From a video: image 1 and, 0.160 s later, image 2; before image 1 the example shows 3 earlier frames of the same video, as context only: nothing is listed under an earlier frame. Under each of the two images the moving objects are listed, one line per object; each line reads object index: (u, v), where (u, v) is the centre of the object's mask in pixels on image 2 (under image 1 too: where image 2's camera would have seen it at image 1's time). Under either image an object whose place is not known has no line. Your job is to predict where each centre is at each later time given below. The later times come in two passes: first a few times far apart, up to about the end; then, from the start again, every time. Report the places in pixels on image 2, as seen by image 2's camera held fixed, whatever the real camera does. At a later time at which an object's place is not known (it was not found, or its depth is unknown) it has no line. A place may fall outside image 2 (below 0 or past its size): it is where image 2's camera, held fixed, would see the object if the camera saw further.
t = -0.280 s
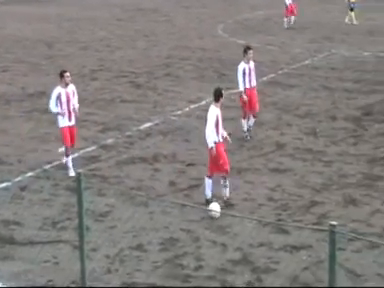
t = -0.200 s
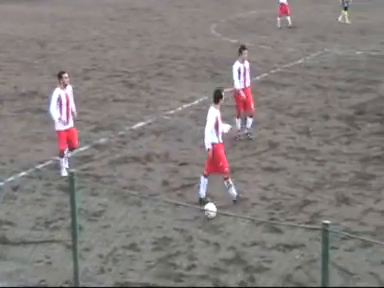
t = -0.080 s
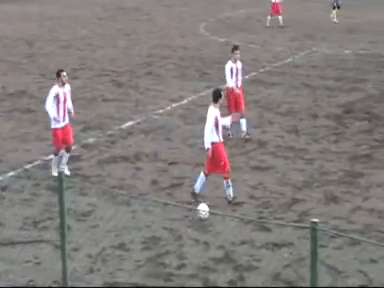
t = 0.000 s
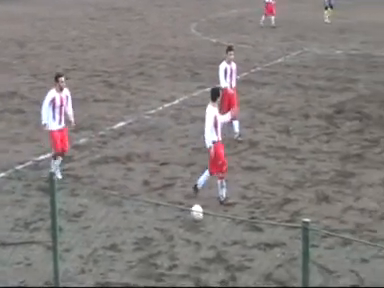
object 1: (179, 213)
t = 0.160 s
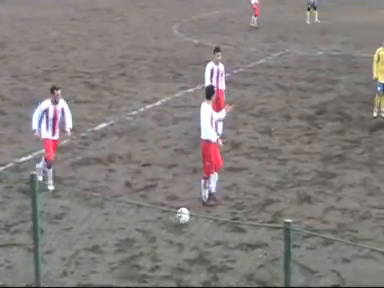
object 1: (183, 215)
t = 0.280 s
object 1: (186, 217)
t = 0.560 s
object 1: (190, 220)
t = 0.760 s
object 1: (193, 223)
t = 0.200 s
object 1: (184, 216)
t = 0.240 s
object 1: (185, 216)
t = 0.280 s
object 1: (186, 217)
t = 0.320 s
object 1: (187, 218)
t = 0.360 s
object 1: (188, 218)
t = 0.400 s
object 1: (188, 218)
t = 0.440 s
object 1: (189, 218)
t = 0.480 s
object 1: (190, 219)
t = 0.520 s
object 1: (190, 220)
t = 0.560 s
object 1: (190, 220)
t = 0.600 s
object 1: (191, 221)
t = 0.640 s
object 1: (191, 221)
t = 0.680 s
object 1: (192, 222)
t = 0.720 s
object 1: (193, 222)
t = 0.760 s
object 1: (193, 223)
